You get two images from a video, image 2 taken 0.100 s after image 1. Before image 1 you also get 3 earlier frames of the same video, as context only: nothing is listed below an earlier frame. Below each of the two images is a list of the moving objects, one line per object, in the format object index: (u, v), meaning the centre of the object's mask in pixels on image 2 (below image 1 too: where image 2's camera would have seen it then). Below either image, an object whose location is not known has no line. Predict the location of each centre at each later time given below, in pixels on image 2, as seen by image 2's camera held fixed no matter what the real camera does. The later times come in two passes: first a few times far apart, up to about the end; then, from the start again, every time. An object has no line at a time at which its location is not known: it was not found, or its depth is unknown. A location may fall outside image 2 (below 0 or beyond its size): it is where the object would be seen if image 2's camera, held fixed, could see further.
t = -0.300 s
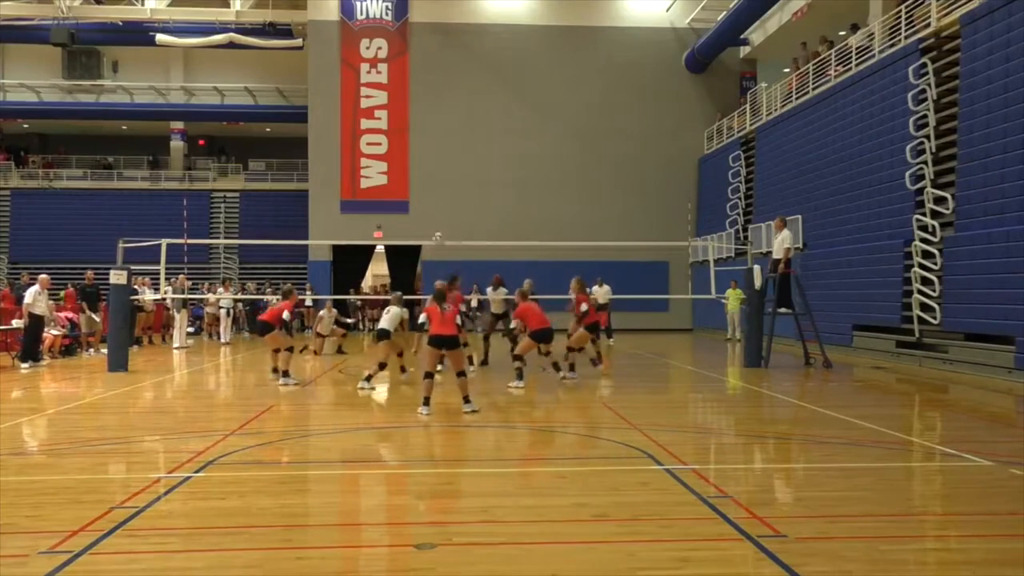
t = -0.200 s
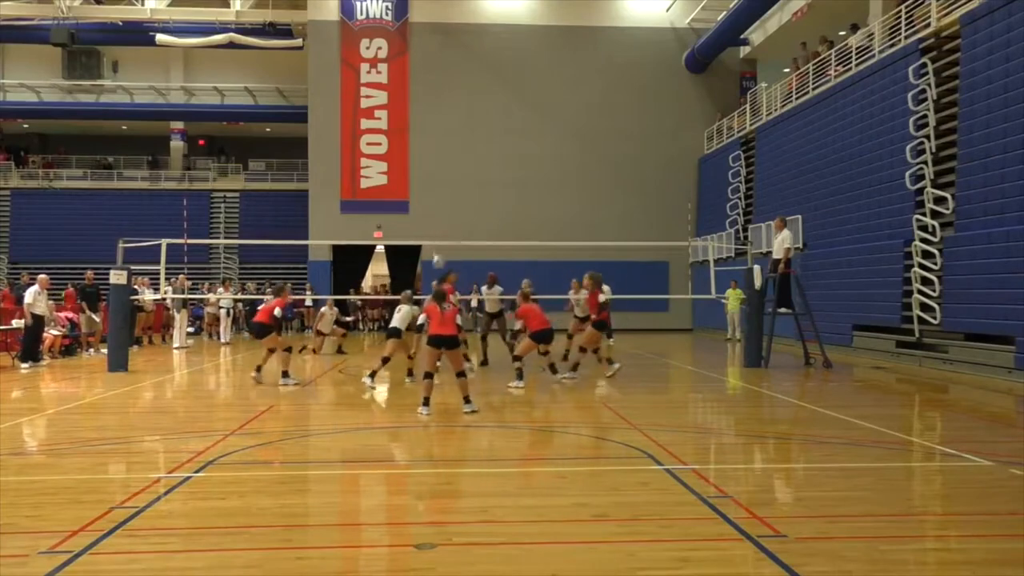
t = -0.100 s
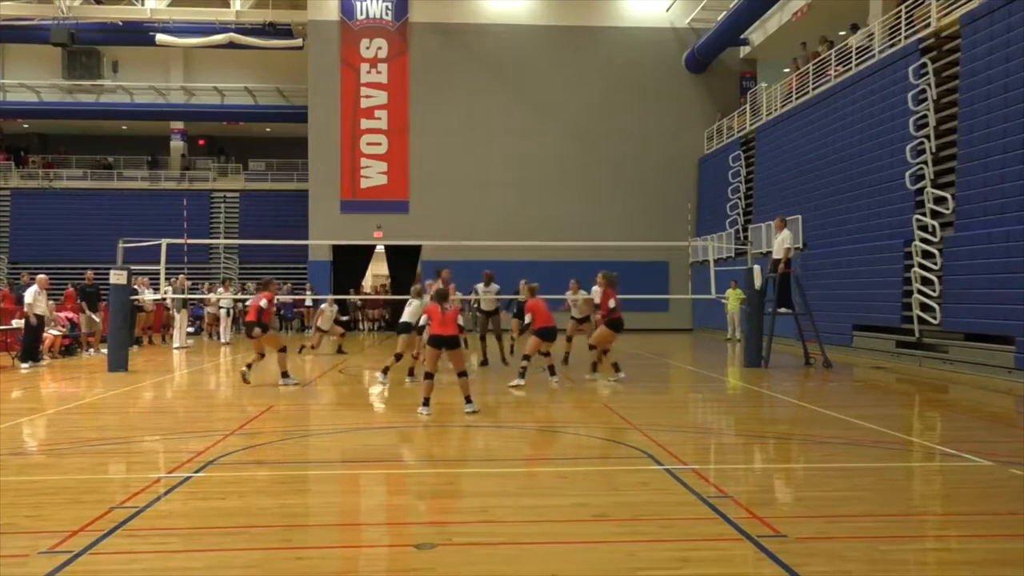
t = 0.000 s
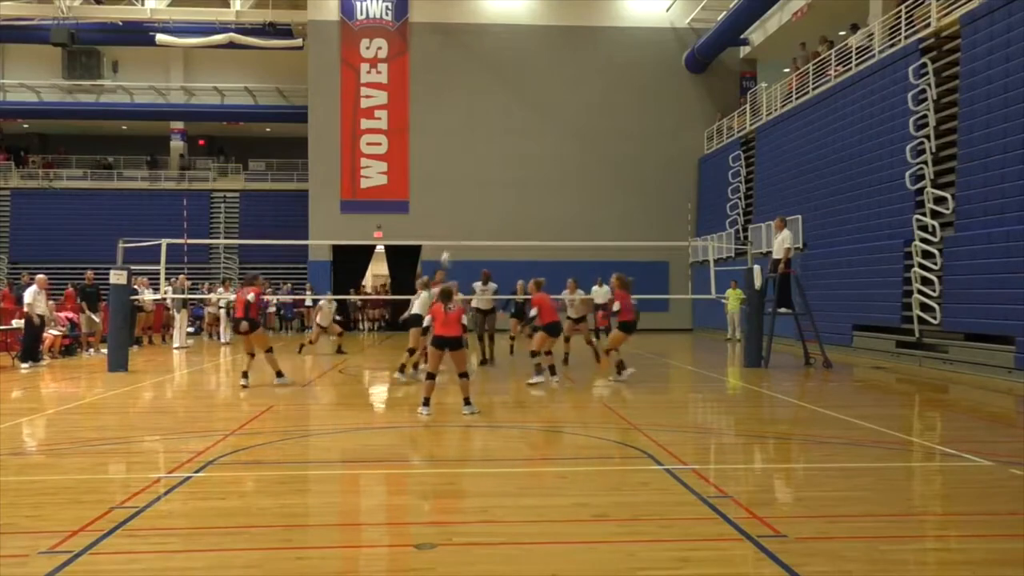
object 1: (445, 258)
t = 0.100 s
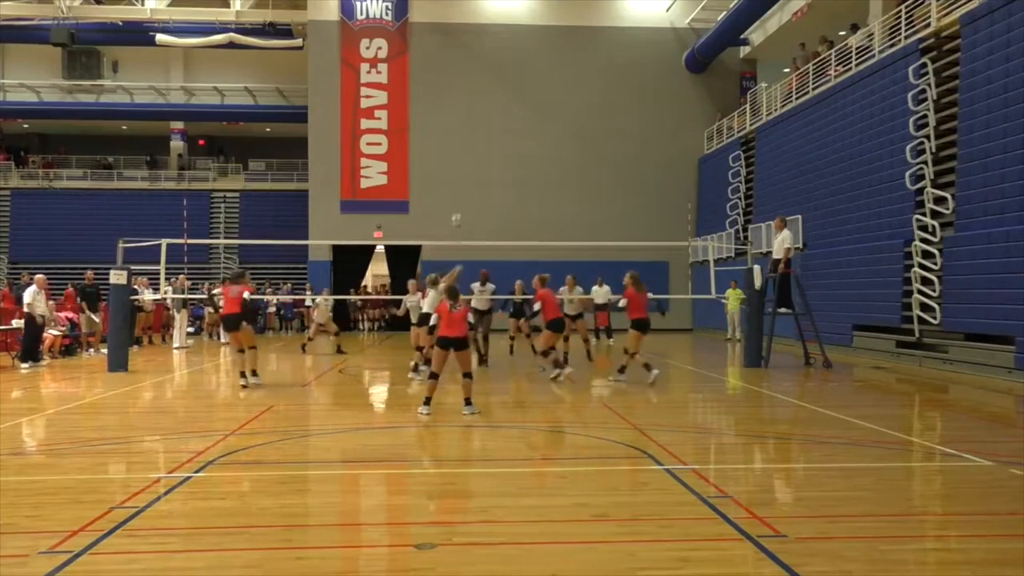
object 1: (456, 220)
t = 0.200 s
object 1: (466, 189)
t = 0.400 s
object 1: (484, 145)
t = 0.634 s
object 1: (506, 126)
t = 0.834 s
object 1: (524, 134)
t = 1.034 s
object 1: (542, 169)
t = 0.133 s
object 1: (460, 208)
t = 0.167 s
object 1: (463, 198)
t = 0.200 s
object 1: (466, 189)
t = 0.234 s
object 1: (469, 180)
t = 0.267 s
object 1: (472, 172)
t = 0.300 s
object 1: (475, 164)
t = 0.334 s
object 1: (479, 157)
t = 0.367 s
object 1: (482, 151)
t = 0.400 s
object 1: (484, 145)
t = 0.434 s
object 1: (488, 141)
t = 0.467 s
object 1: (490, 136)
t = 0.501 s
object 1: (494, 133)
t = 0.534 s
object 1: (496, 130)
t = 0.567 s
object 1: (500, 128)
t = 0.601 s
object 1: (503, 126)
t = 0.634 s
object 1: (506, 126)
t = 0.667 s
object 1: (508, 124)
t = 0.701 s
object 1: (512, 126)
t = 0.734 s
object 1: (514, 127)
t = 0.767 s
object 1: (518, 129)
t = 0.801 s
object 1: (522, 132)
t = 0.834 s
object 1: (524, 134)
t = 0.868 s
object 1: (527, 139)
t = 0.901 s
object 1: (530, 143)
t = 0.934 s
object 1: (532, 148)
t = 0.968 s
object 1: (536, 153)
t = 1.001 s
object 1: (538, 160)
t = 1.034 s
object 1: (542, 169)
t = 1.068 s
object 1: (544, 177)
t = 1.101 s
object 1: (548, 185)
